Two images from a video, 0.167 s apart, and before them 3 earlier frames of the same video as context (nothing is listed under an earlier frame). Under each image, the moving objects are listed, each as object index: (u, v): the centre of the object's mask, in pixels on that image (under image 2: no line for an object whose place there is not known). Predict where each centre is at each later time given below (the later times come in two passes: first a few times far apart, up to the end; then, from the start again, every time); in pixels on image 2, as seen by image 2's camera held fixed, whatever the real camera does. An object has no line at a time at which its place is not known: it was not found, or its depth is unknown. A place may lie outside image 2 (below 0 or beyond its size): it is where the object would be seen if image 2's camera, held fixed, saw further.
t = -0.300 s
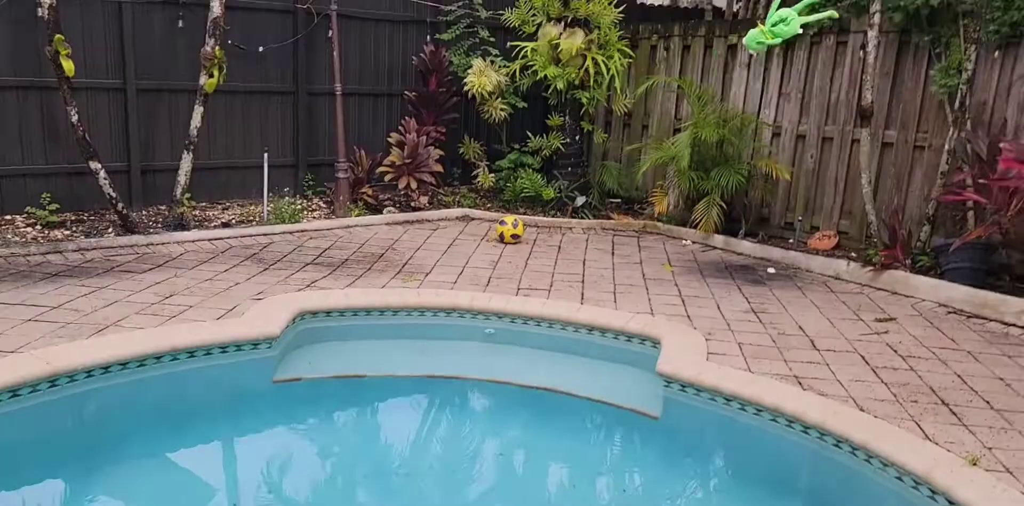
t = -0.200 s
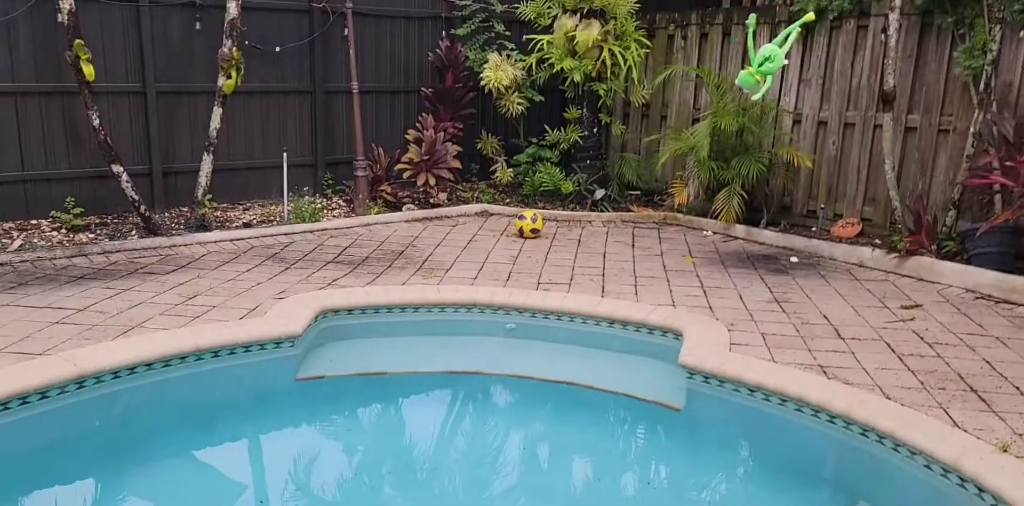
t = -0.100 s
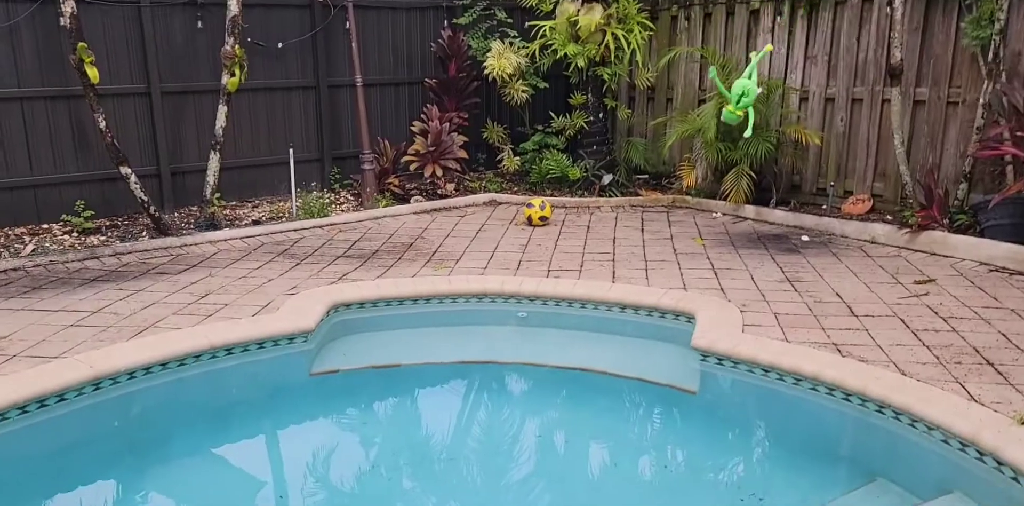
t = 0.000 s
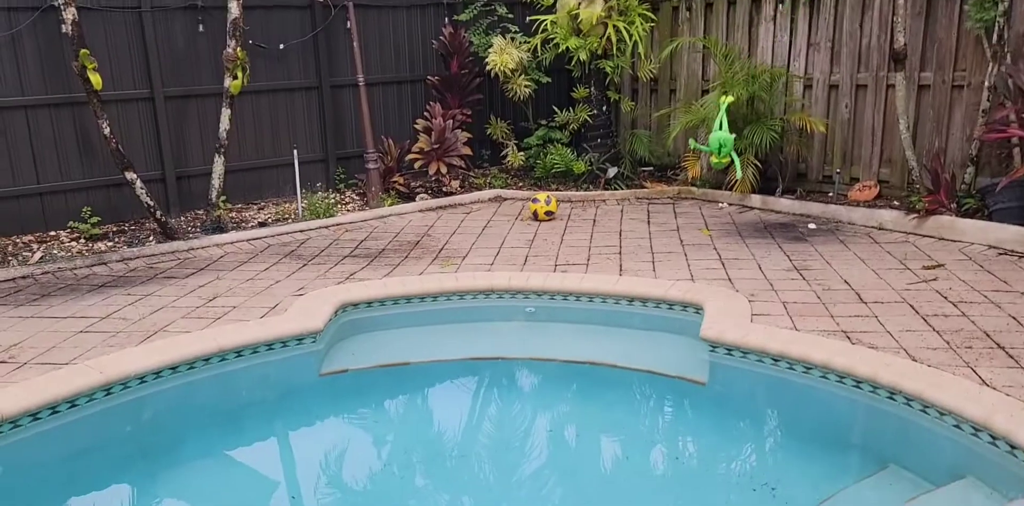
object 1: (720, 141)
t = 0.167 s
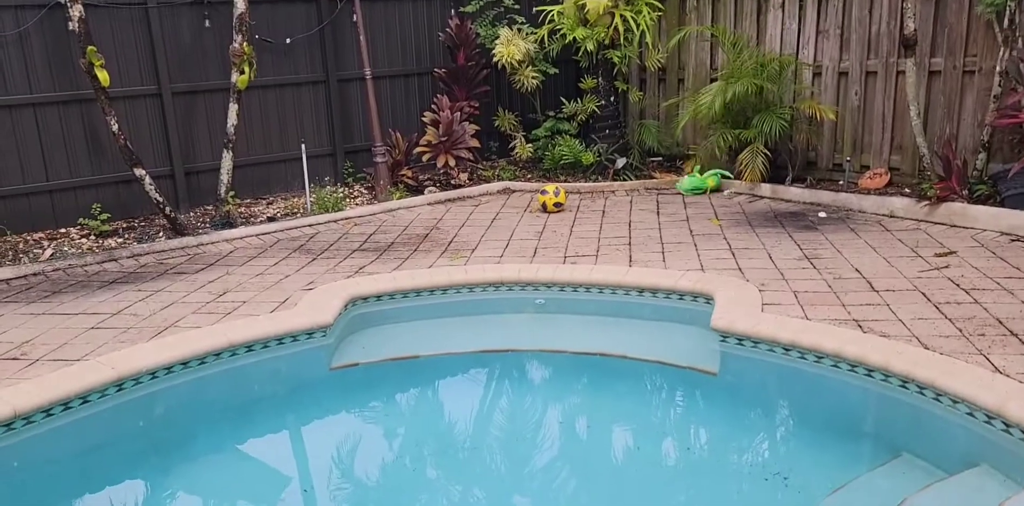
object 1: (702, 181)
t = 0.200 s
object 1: (699, 180)
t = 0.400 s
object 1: (684, 180)
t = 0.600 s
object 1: (684, 184)
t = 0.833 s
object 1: (684, 184)
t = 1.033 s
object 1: (684, 184)
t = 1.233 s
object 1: (684, 184)
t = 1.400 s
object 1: (683, 184)
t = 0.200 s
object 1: (699, 180)
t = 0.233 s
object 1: (693, 180)
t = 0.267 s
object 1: (690, 180)
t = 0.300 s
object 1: (687, 180)
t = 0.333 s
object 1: (685, 181)
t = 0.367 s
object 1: (684, 180)
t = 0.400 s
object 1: (684, 180)
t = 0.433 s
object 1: (684, 180)
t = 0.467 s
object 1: (684, 181)
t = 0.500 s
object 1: (684, 182)
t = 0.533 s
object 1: (685, 184)
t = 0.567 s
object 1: (685, 184)
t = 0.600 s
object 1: (684, 184)
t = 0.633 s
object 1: (684, 184)
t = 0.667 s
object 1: (684, 184)
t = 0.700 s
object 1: (684, 184)
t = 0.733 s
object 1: (684, 184)
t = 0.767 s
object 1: (684, 185)
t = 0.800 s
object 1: (684, 185)
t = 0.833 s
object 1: (684, 184)
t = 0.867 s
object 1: (684, 184)
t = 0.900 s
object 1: (684, 184)
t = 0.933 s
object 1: (684, 184)
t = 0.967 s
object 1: (684, 184)
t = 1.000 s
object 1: (684, 184)
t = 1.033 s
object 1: (684, 184)
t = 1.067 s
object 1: (684, 184)
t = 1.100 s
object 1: (684, 184)
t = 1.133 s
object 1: (684, 184)
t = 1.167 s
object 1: (684, 184)
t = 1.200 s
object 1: (684, 184)
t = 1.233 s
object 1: (684, 184)
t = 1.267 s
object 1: (684, 184)
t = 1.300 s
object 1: (684, 184)
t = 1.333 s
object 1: (684, 185)
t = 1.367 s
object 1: (683, 185)
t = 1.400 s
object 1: (683, 184)
